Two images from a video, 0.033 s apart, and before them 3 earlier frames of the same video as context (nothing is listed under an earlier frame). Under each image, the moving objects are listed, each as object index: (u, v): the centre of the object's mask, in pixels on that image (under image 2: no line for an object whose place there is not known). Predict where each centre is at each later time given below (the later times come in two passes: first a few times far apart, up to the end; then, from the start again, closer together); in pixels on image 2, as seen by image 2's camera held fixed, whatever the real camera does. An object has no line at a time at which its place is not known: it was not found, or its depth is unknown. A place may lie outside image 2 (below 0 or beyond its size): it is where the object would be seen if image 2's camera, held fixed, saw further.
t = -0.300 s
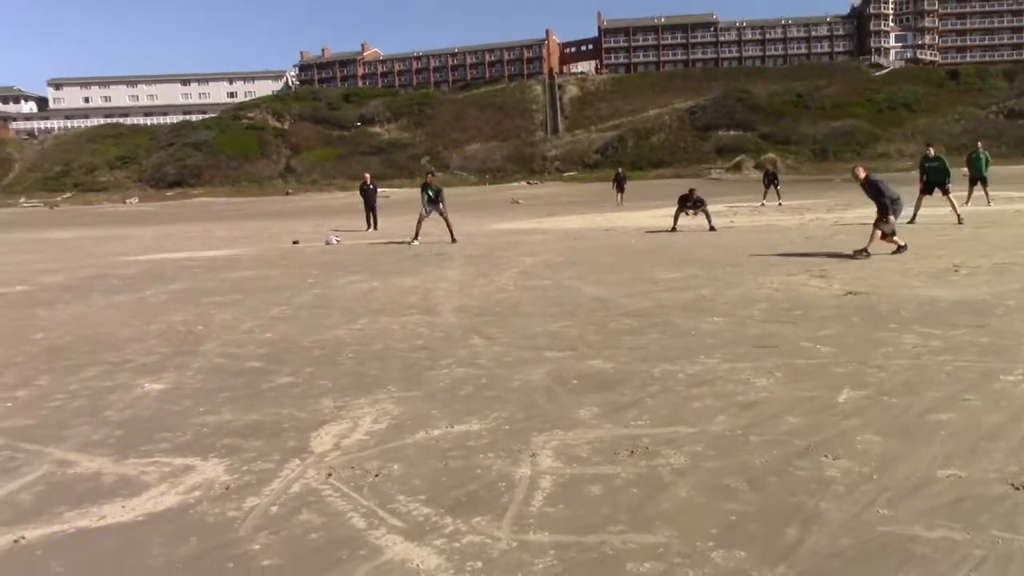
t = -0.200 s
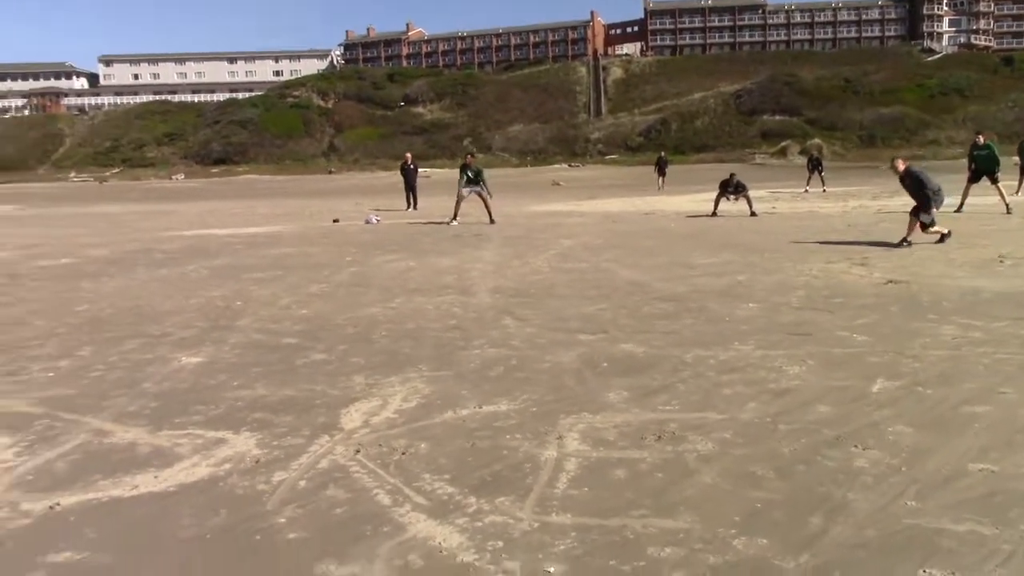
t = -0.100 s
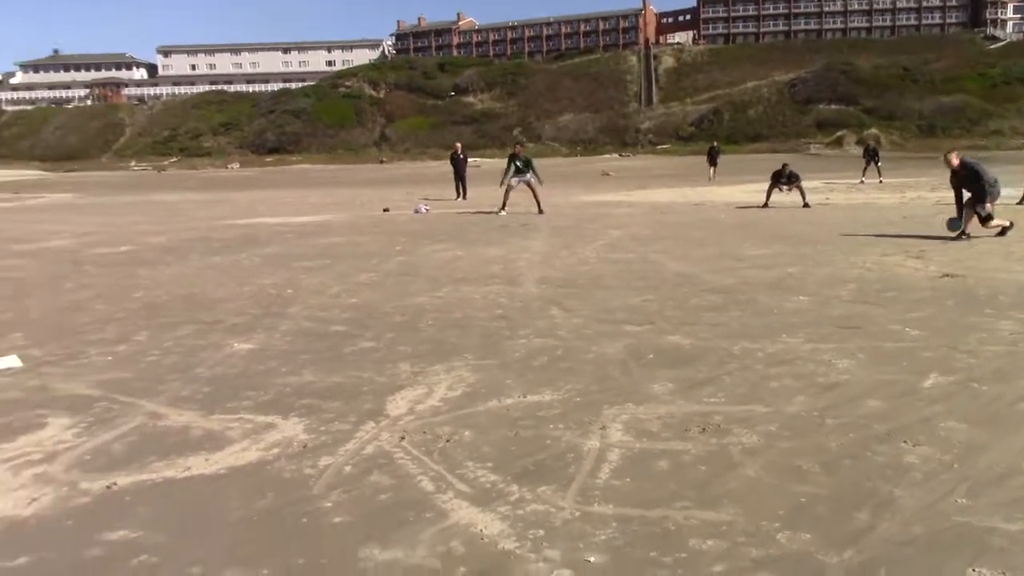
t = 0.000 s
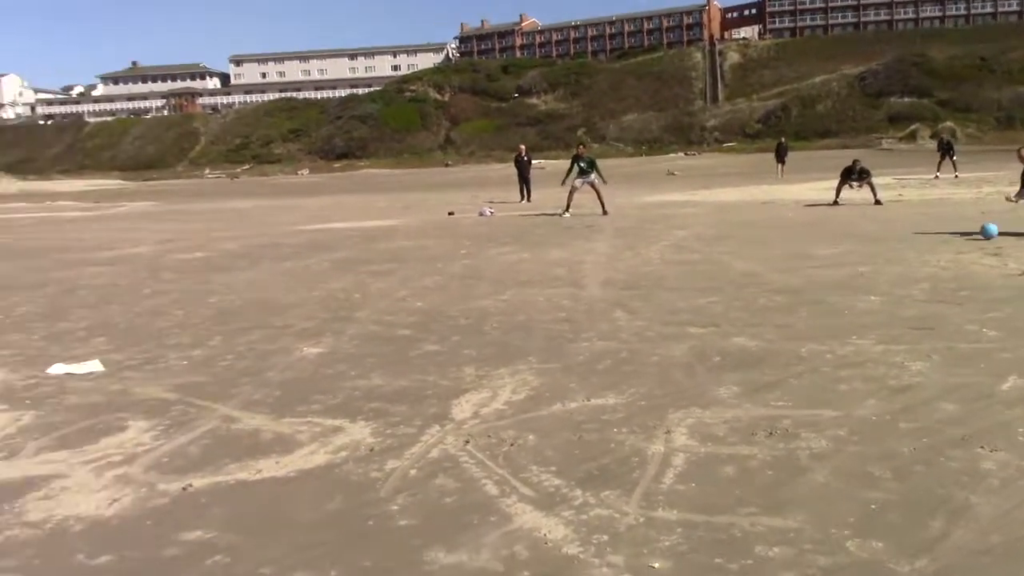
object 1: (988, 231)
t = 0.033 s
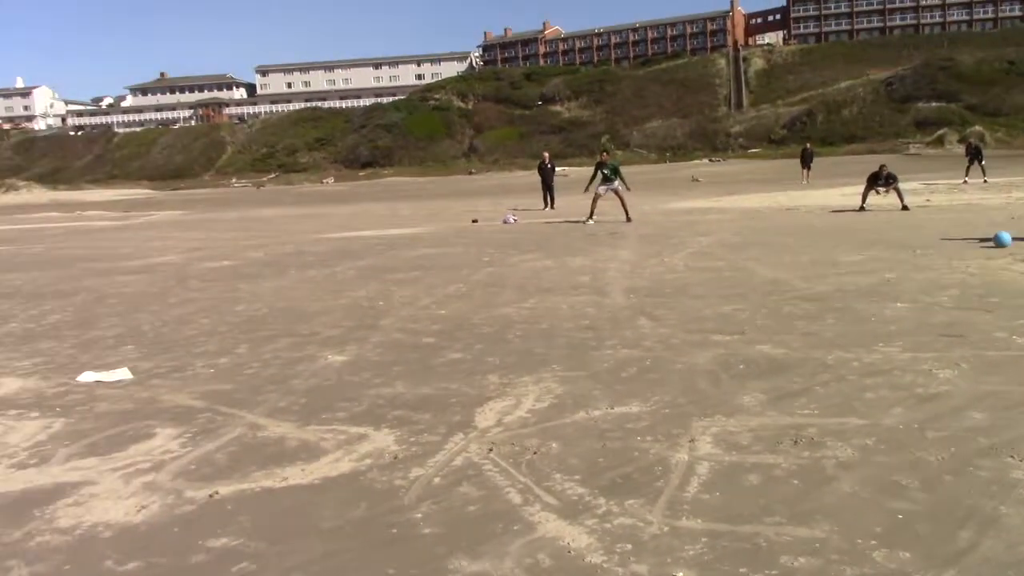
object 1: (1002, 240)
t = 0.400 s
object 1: (840, 258)
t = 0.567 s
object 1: (786, 260)
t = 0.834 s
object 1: (682, 271)
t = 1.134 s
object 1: (563, 289)
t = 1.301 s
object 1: (495, 294)
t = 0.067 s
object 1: (985, 239)
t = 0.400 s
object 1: (840, 258)
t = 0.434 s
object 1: (833, 257)
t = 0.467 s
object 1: (823, 255)
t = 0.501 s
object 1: (811, 256)
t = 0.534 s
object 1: (798, 258)
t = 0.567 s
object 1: (786, 260)
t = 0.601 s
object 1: (773, 264)
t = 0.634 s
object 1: (760, 268)
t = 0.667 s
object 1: (748, 267)
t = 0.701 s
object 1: (734, 265)
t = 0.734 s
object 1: (720, 265)
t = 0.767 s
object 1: (708, 266)
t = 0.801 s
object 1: (695, 268)
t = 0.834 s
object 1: (682, 271)
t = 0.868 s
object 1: (670, 276)
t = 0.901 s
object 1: (658, 282)
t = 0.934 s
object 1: (644, 281)
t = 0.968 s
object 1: (631, 279)
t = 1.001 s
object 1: (617, 278)
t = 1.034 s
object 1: (603, 280)
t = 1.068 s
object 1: (591, 281)
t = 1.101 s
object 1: (577, 284)
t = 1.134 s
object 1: (563, 289)
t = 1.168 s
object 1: (551, 295)
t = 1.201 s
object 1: (537, 295)
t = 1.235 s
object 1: (523, 293)
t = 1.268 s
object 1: (509, 293)
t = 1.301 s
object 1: (495, 294)
